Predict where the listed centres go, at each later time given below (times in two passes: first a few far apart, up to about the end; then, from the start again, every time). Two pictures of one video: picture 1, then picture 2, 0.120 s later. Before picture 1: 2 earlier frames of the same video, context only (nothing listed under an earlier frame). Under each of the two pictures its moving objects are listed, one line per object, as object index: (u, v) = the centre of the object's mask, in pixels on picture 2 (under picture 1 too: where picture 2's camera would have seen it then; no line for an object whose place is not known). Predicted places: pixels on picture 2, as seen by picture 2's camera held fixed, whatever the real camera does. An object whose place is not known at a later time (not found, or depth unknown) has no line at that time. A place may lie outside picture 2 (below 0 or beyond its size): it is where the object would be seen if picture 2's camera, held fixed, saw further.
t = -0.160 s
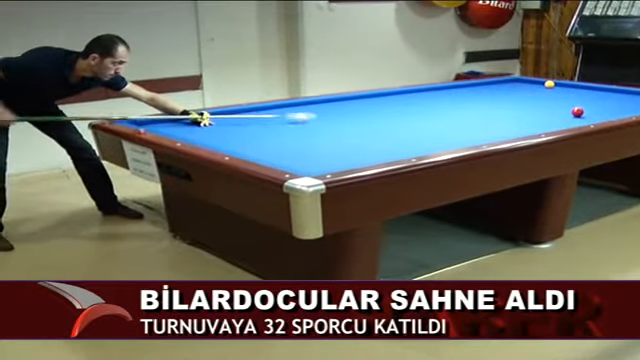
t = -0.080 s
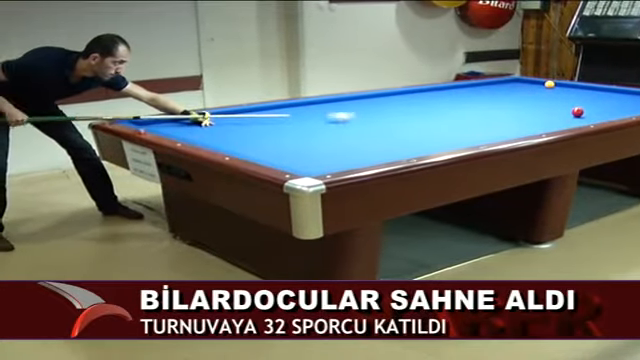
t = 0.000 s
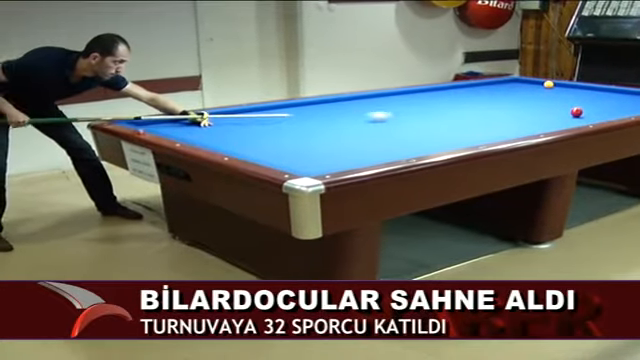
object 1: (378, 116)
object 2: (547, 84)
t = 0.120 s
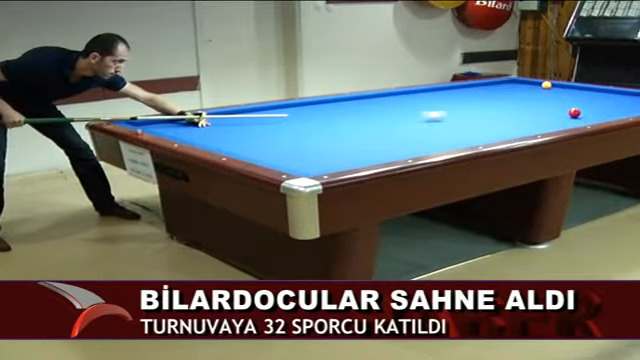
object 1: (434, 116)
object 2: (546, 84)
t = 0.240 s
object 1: (488, 115)
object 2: (545, 85)
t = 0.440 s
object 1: (573, 115)
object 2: (544, 85)
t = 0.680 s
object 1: (588, 112)
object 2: (542, 85)
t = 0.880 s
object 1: (569, 105)
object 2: (540, 85)
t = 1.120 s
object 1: (552, 99)
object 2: (537, 86)
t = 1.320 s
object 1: (540, 94)
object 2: (536, 86)
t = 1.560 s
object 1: (529, 89)
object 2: (536, 86)
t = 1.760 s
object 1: (521, 85)
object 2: (536, 86)
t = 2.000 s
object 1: (507, 81)
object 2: (537, 86)
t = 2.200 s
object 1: (502, 82)
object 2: (537, 85)
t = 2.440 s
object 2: (538, 85)
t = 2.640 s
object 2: (538, 85)
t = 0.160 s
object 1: (452, 115)
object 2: (546, 85)
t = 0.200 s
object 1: (470, 115)
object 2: (546, 85)
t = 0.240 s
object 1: (488, 115)
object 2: (545, 85)
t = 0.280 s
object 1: (505, 115)
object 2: (545, 85)
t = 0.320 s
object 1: (522, 115)
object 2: (545, 85)
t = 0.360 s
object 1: (539, 115)
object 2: (544, 85)
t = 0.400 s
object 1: (557, 115)
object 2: (544, 85)
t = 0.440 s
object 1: (573, 115)
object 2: (544, 85)
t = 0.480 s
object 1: (586, 116)
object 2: (543, 86)
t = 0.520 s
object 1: (600, 116)
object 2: (543, 85)
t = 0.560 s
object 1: (604, 116)
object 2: (543, 86)
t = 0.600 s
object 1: (598, 114)
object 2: (543, 86)
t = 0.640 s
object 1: (593, 113)
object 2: (543, 85)
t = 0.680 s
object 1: (588, 112)
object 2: (542, 85)
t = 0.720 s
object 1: (581, 111)
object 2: (542, 85)
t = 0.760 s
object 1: (578, 109)
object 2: (541, 85)
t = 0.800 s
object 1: (574, 108)
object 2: (541, 85)
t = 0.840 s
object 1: (571, 107)
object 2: (541, 85)
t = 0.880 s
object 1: (569, 105)
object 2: (540, 85)
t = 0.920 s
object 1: (565, 104)
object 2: (540, 86)
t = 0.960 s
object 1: (563, 103)
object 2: (539, 86)
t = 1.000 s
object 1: (560, 102)
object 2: (539, 85)
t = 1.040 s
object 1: (557, 101)
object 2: (538, 86)
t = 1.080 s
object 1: (554, 100)
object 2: (538, 86)
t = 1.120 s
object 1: (552, 99)
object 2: (537, 86)
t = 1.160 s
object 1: (549, 98)
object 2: (537, 86)
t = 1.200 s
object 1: (547, 97)
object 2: (537, 86)
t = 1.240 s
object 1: (545, 96)
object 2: (537, 85)
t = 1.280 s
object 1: (543, 95)
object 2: (537, 86)
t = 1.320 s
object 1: (540, 94)
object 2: (536, 86)
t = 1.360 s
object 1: (538, 93)
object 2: (536, 85)
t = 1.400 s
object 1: (536, 93)
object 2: (536, 85)
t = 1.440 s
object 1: (534, 92)
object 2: (536, 85)
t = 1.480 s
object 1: (532, 91)
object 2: (536, 85)
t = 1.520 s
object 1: (530, 90)
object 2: (536, 86)
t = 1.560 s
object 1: (529, 89)
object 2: (536, 86)
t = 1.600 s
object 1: (527, 88)
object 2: (536, 86)
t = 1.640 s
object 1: (526, 87)
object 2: (536, 86)
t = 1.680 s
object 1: (524, 87)
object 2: (536, 86)
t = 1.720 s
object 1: (523, 86)
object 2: (536, 86)
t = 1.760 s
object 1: (521, 85)
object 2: (536, 86)
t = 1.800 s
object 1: (520, 84)
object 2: (536, 86)
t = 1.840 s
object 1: (519, 84)
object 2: (537, 86)
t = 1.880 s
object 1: (517, 83)
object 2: (537, 86)
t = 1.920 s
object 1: (516, 82)
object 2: (537, 86)
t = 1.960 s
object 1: (512, 82)
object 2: (537, 86)
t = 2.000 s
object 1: (507, 81)
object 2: (537, 86)
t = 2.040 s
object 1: (502, 81)
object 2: (537, 86)
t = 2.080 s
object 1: (501, 81)
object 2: (537, 86)
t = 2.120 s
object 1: (501, 82)
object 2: (538, 86)
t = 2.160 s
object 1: (502, 82)
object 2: (537, 86)
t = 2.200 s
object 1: (502, 82)
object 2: (537, 85)
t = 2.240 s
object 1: (502, 83)
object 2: (537, 85)
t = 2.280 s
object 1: (502, 83)
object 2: (537, 85)
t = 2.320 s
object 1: (502, 84)
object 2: (537, 85)
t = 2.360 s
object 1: (503, 84)
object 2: (537, 85)
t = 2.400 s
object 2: (538, 85)
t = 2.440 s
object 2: (538, 85)
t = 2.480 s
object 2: (538, 85)
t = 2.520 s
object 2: (538, 85)
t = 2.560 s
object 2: (538, 85)
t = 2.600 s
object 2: (538, 85)
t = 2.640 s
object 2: (538, 85)
